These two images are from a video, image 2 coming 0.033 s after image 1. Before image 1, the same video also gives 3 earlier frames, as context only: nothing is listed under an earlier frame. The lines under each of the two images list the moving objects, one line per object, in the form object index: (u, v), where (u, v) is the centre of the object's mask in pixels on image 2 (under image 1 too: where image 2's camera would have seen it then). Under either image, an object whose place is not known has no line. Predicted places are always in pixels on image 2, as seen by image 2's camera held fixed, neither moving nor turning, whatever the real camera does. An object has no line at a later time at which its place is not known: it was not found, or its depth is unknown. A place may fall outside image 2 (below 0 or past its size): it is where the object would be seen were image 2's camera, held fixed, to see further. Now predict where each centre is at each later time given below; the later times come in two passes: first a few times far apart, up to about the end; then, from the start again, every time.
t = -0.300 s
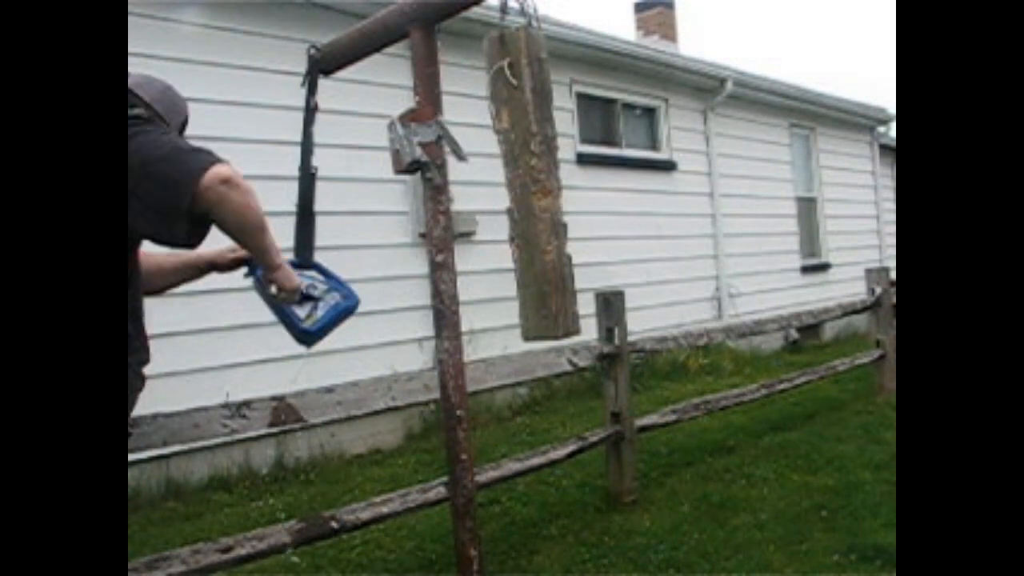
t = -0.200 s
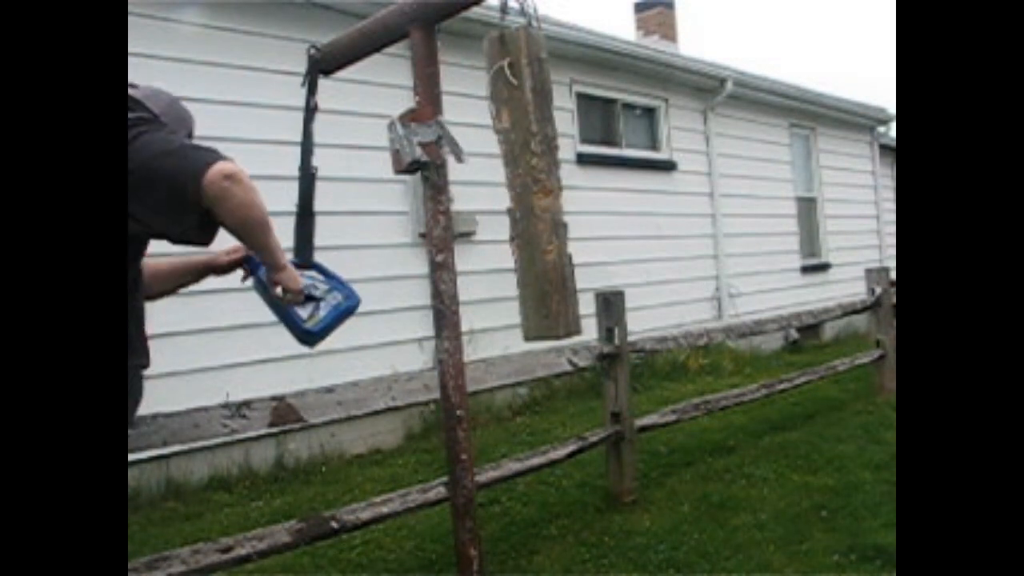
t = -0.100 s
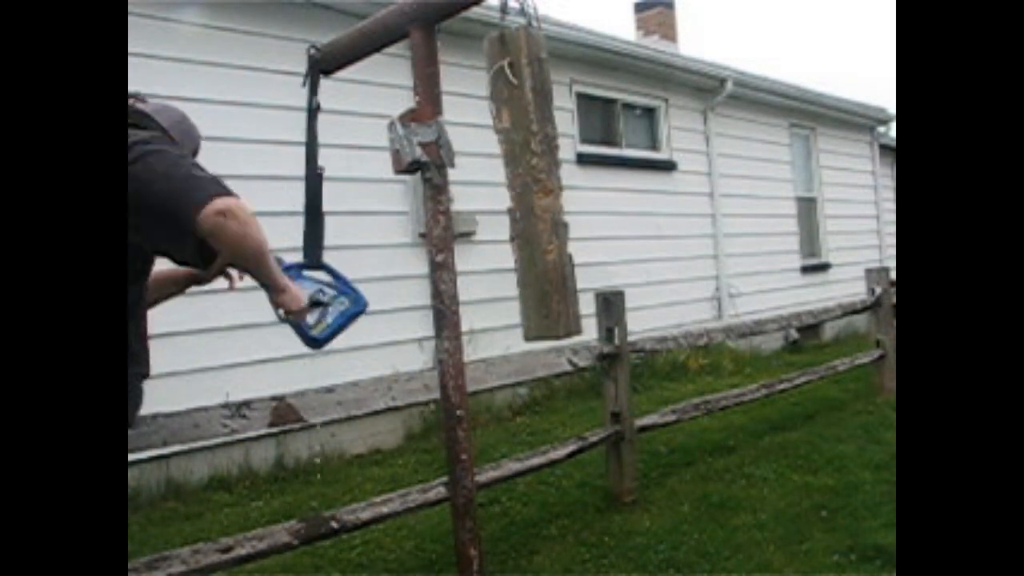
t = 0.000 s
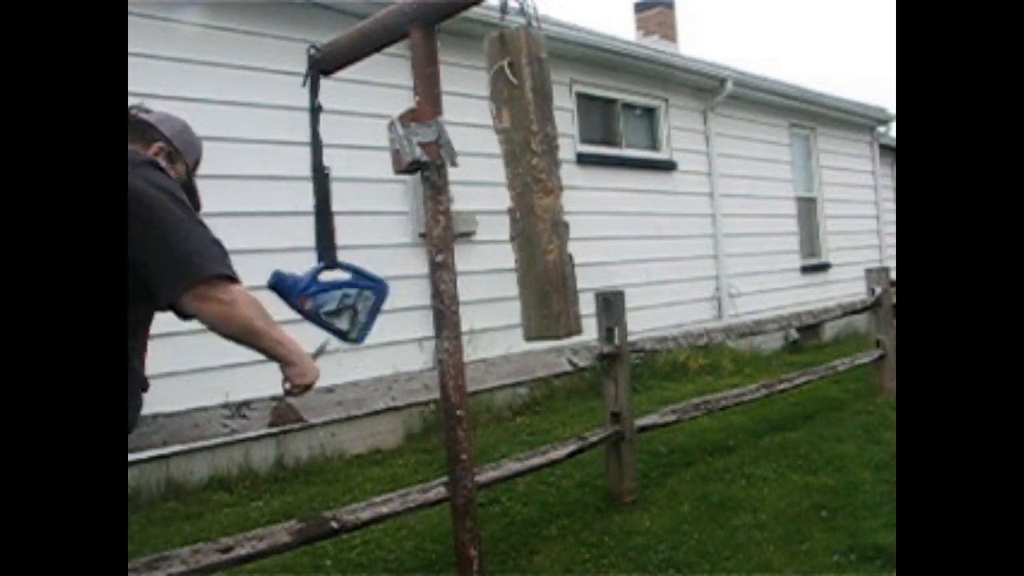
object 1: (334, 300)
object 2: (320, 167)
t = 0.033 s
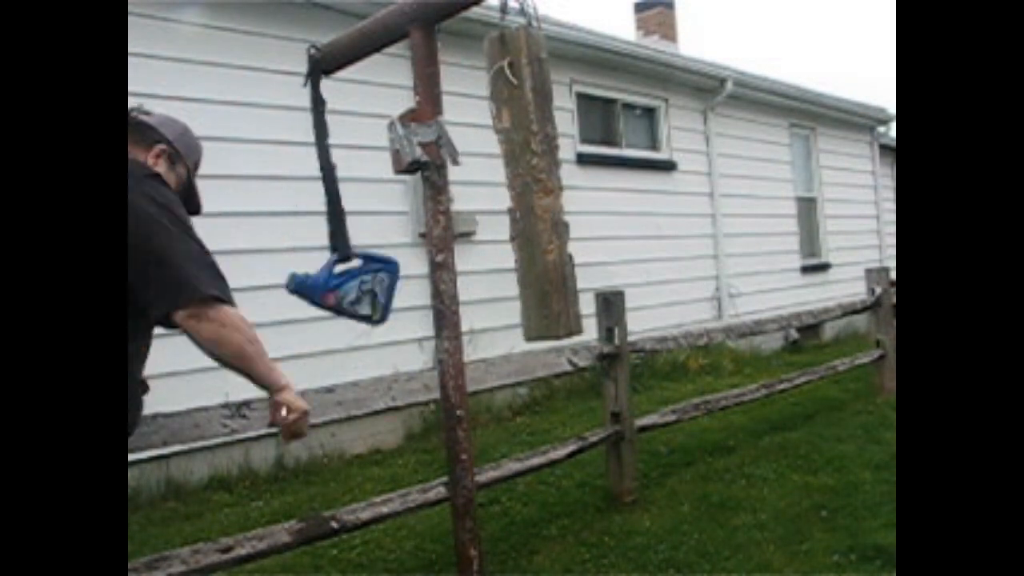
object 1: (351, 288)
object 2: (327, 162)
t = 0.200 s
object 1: (395, 251)
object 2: (349, 150)
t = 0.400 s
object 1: (409, 225)
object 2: (356, 133)
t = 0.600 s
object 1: (401, 244)
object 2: (352, 138)
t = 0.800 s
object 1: (360, 293)
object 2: (336, 155)
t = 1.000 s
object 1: (280, 278)
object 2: (304, 140)
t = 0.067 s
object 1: (364, 277)
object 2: (334, 162)
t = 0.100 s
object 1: (375, 271)
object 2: (339, 156)
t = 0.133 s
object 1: (385, 268)
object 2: (345, 157)
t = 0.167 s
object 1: (391, 259)
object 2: (348, 154)
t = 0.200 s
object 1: (395, 251)
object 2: (349, 150)
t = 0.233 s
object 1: (398, 245)
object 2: (350, 145)
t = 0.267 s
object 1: (401, 239)
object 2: (352, 143)
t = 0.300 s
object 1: (404, 234)
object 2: (355, 140)
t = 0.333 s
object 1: (406, 229)
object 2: (355, 135)
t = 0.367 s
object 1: (408, 226)
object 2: (355, 133)
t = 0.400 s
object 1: (409, 225)
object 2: (356, 133)
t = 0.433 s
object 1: (410, 224)
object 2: (357, 134)
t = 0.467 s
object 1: (409, 226)
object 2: (356, 134)
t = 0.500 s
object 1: (409, 229)
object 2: (355, 134)
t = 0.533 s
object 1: (407, 233)
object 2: (355, 137)
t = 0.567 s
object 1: (404, 237)
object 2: (354, 138)
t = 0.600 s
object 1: (401, 244)
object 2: (352, 138)
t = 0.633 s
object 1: (397, 251)
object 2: (351, 142)
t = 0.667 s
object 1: (392, 259)
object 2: (348, 143)
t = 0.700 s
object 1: (387, 269)
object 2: (346, 146)
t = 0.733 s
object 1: (379, 278)
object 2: (343, 151)
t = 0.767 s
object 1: (370, 286)
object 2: (340, 154)
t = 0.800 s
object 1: (360, 293)
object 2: (336, 155)
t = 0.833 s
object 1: (348, 297)
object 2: (330, 150)
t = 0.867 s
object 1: (336, 300)
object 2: (325, 156)
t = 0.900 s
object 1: (322, 298)
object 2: (319, 156)
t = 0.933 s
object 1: (308, 294)
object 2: (315, 145)
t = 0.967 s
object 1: (294, 286)
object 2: (309, 143)
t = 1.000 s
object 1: (280, 278)
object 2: (304, 140)
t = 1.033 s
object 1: (267, 269)
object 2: (300, 135)
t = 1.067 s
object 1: (255, 259)
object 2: (295, 133)
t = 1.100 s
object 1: (244, 250)
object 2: (291, 131)
